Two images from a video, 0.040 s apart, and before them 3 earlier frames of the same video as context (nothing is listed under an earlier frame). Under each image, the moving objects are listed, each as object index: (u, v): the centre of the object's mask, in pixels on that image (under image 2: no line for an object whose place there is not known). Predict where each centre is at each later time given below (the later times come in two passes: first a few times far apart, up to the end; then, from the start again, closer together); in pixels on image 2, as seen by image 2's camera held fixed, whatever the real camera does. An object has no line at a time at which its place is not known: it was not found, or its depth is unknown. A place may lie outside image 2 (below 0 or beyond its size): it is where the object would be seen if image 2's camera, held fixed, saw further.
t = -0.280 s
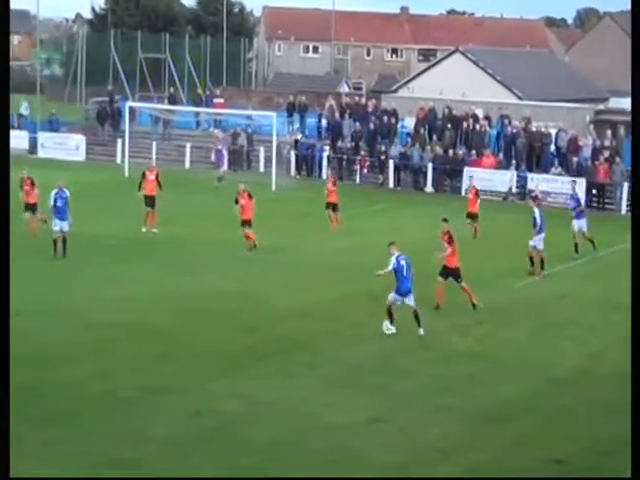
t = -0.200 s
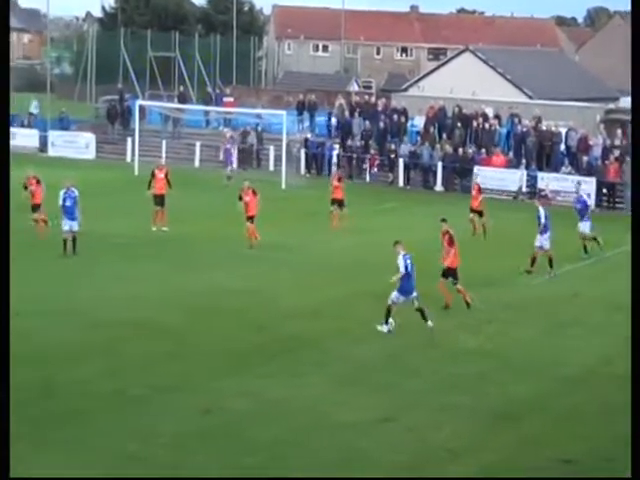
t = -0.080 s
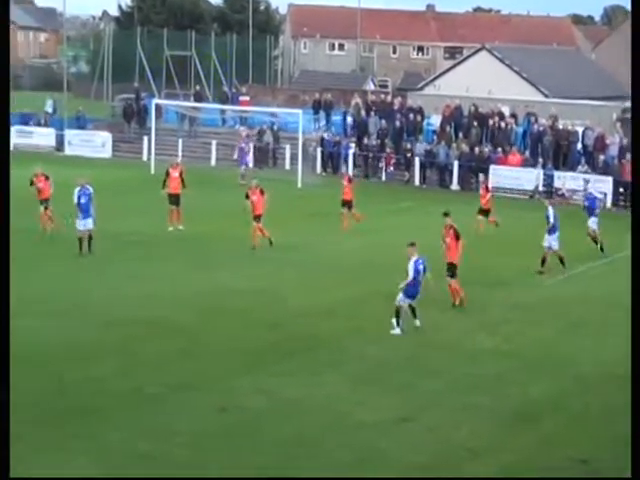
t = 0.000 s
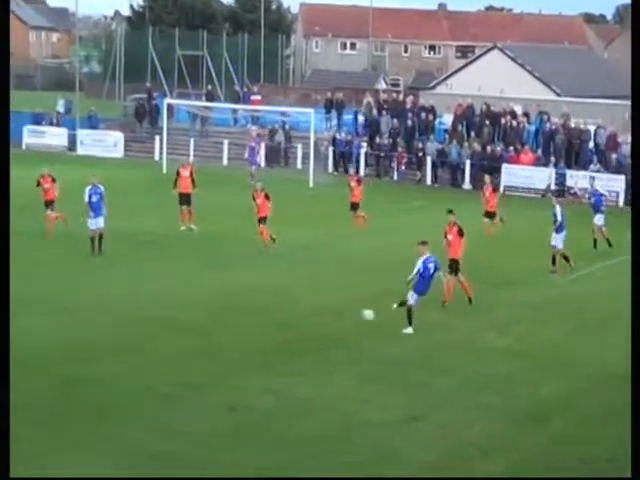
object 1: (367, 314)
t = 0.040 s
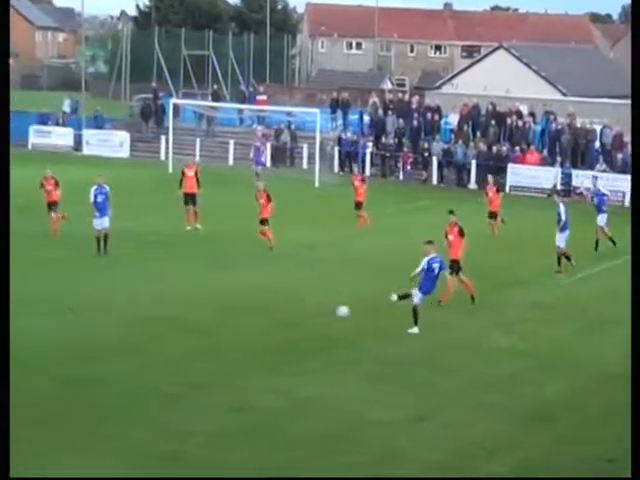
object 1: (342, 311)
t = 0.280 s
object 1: (170, 299)
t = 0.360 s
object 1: (120, 297)
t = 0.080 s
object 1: (311, 309)
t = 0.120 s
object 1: (281, 308)
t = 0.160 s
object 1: (251, 309)
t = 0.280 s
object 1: (170, 299)
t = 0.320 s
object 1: (145, 297)
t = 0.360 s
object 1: (120, 297)
